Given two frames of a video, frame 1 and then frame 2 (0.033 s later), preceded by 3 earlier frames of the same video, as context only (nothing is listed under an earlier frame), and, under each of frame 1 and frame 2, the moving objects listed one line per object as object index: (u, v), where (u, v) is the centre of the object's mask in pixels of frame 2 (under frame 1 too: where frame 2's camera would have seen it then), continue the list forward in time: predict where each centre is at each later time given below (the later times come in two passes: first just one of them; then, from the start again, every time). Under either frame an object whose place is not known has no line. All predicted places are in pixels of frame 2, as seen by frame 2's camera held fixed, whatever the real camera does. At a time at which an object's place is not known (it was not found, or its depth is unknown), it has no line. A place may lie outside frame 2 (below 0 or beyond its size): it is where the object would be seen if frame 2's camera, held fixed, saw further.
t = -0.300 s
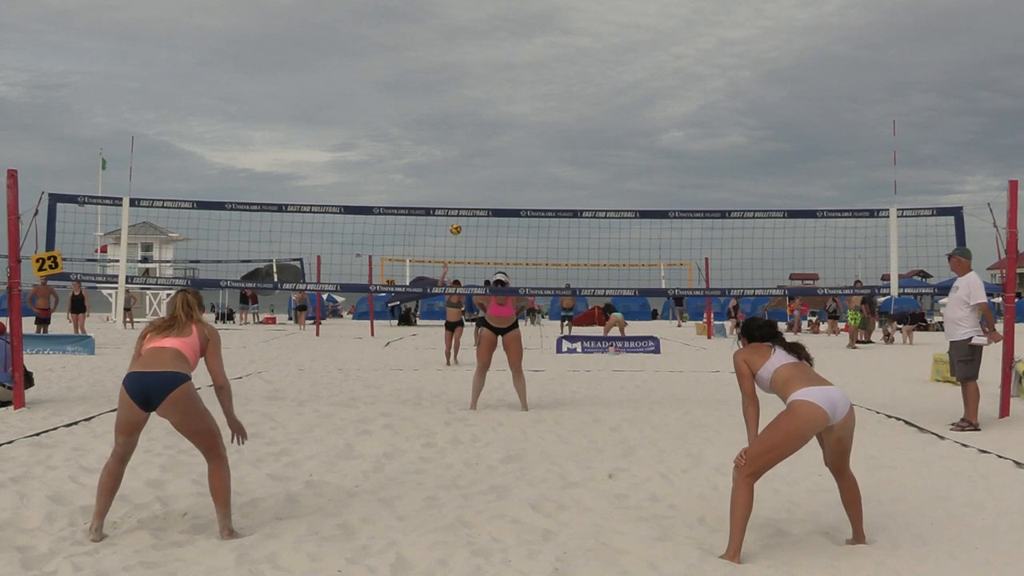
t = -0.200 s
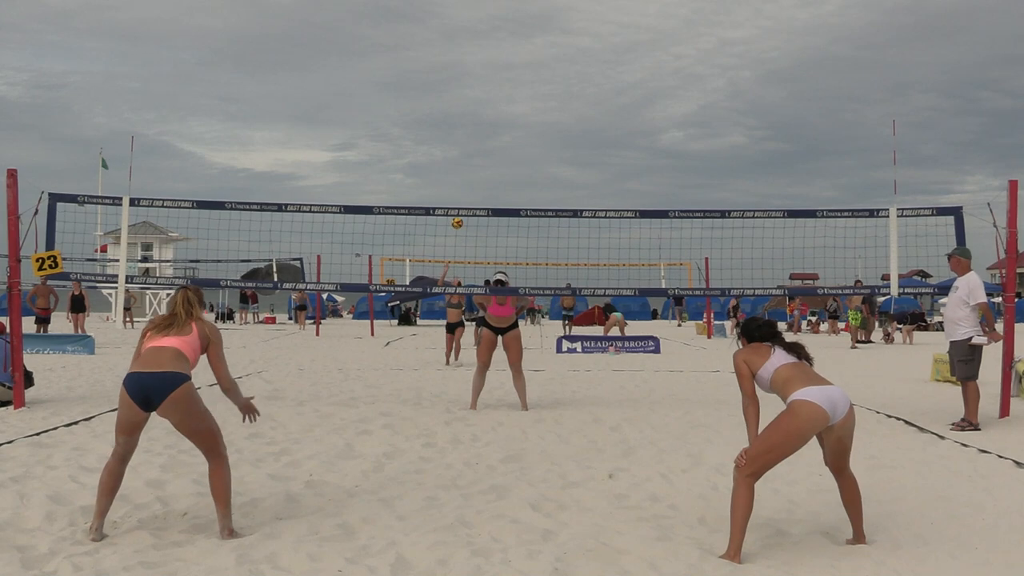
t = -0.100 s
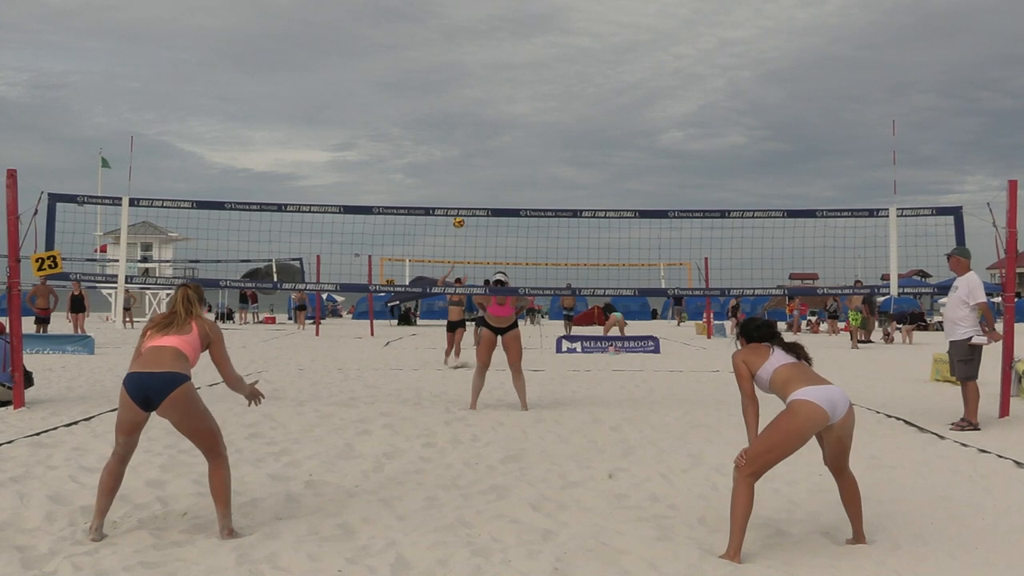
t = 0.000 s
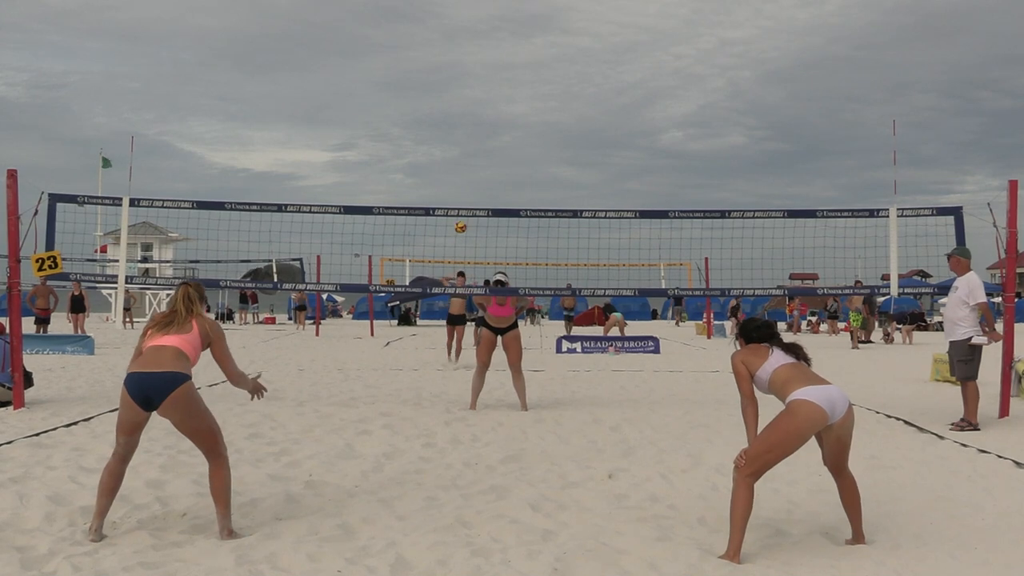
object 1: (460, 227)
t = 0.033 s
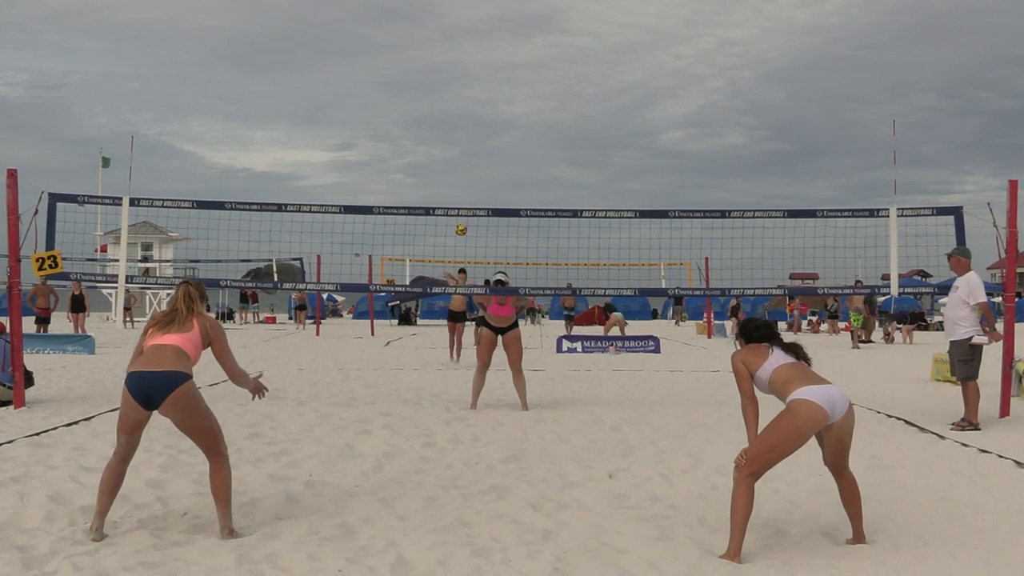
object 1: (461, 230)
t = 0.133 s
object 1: (462, 242)
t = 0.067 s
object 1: (461, 233)
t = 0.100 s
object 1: (462, 237)
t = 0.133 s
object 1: (462, 242)
